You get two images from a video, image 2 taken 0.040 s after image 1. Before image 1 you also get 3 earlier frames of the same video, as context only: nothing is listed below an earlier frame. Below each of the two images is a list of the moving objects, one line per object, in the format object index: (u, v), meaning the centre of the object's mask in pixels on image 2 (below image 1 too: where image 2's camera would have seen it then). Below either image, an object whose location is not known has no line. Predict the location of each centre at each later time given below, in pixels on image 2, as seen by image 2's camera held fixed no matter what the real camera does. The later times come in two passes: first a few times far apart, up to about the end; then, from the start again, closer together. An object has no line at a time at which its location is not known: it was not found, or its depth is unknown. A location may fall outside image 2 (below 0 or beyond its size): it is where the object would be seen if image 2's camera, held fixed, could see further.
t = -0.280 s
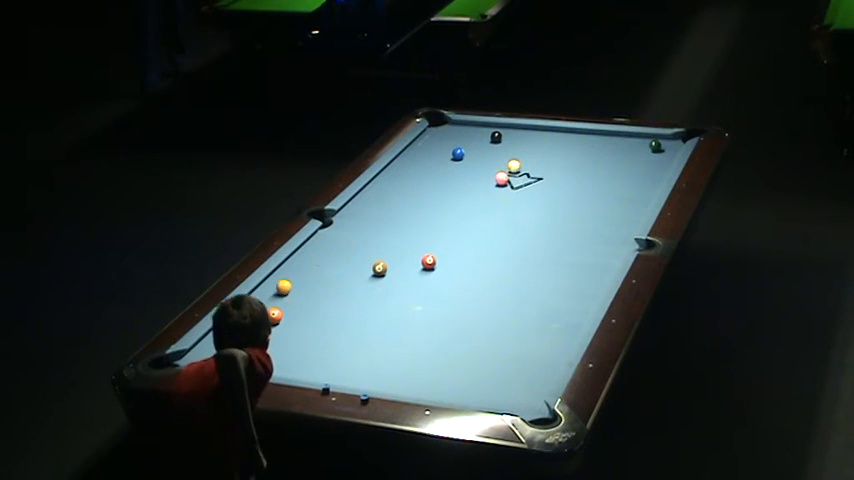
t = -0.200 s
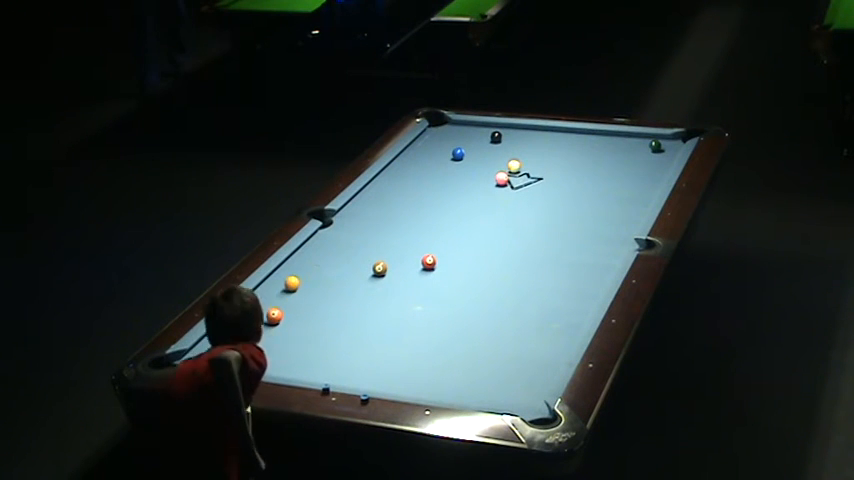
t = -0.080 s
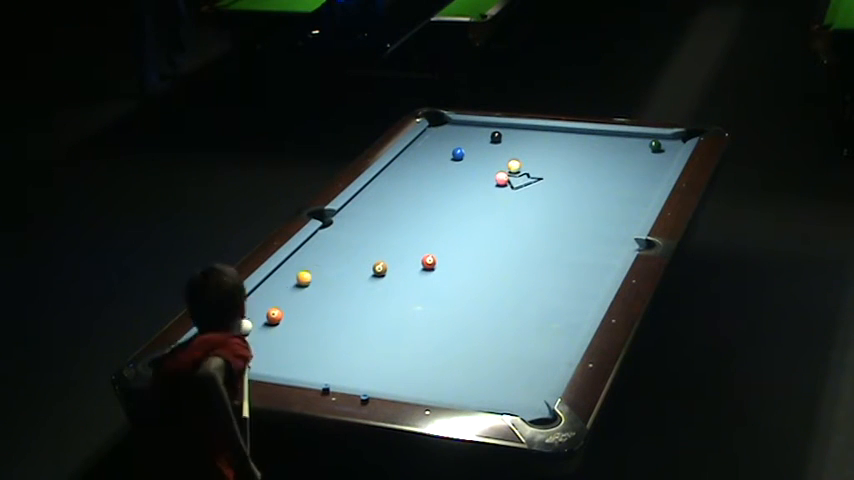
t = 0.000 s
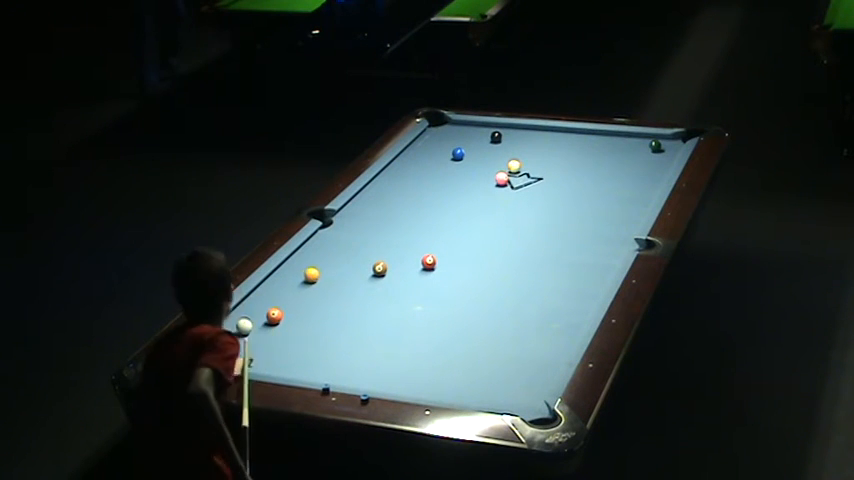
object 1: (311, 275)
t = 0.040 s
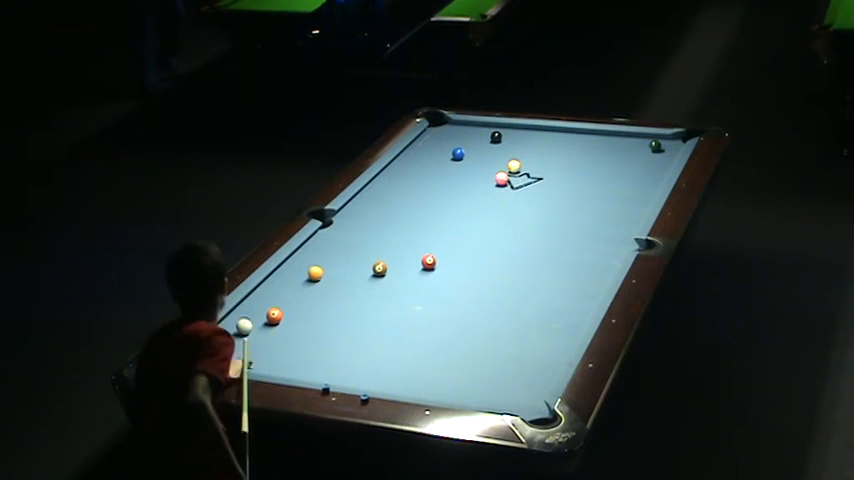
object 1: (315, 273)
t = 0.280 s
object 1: (337, 264)
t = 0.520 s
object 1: (357, 255)
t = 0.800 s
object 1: (378, 245)
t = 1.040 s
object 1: (395, 237)
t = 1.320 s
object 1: (414, 229)
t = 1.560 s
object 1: (428, 223)
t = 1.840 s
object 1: (443, 216)
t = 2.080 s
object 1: (455, 211)
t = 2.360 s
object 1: (468, 205)
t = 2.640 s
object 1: (479, 200)
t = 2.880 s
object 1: (488, 196)
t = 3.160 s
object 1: (497, 192)
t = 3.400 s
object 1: (504, 189)
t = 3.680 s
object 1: (512, 185)
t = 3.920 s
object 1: (517, 183)
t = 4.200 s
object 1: (524, 180)
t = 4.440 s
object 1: (528, 179)
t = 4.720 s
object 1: (532, 177)
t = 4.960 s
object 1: (534, 176)
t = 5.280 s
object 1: (536, 176)
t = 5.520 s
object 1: (536, 175)
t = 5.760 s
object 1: (536, 175)
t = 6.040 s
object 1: (536, 176)
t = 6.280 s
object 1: (536, 176)
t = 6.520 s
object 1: (536, 176)
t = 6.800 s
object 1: (536, 175)
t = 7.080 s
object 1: (536, 175)
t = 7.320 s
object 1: (536, 175)
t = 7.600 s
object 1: (536, 176)
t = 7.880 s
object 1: (536, 176)
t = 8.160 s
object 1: (536, 176)
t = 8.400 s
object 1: (536, 176)
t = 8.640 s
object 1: (536, 176)
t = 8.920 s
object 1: (536, 176)
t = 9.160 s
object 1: (536, 175)
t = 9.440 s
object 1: (536, 176)
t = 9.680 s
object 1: (536, 176)
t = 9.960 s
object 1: (536, 176)
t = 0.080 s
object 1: (319, 272)
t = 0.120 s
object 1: (323, 270)
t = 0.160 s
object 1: (326, 268)
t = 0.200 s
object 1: (330, 267)
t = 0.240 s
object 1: (333, 265)
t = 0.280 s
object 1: (337, 264)
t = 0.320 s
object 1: (340, 262)
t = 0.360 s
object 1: (344, 261)
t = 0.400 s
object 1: (347, 259)
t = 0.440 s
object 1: (350, 258)
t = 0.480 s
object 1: (354, 256)
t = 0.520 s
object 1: (357, 255)
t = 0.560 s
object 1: (360, 253)
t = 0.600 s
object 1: (363, 252)
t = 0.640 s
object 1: (366, 250)
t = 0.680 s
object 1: (369, 249)
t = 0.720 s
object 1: (373, 248)
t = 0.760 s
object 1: (375, 246)
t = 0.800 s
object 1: (378, 245)
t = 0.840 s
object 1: (381, 244)
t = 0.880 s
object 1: (384, 242)
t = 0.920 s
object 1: (387, 241)
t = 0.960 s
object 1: (390, 240)
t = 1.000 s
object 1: (393, 239)
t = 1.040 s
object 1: (395, 237)
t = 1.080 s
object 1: (398, 236)
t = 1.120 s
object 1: (401, 235)
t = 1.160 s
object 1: (404, 234)
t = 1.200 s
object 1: (406, 233)
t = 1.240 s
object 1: (409, 231)
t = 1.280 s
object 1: (411, 230)
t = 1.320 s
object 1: (414, 229)
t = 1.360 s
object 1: (416, 228)
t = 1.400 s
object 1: (418, 227)
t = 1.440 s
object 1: (421, 226)
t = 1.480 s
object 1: (423, 225)
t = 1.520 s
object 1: (425, 224)
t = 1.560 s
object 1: (428, 223)
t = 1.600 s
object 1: (430, 221)
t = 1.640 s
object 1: (432, 221)
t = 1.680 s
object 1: (435, 220)
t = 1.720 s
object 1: (437, 219)
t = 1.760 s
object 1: (439, 218)
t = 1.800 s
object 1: (441, 217)
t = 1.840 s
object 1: (443, 216)
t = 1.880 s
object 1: (445, 215)
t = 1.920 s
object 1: (447, 214)
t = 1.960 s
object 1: (449, 213)
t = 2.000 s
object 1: (451, 212)
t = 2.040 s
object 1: (453, 211)
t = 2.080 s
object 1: (455, 211)
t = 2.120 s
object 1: (457, 210)
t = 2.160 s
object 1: (459, 209)
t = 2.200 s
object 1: (461, 208)
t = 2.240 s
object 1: (462, 207)
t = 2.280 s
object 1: (464, 206)
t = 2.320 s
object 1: (466, 206)
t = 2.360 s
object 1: (468, 205)
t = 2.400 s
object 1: (469, 204)
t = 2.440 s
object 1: (471, 203)
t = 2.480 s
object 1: (472, 202)
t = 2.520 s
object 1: (474, 202)
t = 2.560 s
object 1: (476, 201)
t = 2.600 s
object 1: (477, 200)
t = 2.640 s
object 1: (479, 200)
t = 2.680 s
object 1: (480, 199)
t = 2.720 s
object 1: (482, 198)
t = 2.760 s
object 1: (483, 198)
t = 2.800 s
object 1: (485, 197)
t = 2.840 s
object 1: (486, 196)
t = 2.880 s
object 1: (488, 196)
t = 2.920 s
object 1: (489, 195)
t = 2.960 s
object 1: (491, 195)
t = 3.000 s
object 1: (492, 194)
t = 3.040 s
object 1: (493, 194)
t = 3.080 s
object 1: (494, 193)
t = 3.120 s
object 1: (496, 192)
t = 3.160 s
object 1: (497, 192)
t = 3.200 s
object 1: (498, 191)
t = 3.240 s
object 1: (500, 191)
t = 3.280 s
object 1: (501, 190)
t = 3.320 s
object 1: (502, 189)
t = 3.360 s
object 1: (503, 189)
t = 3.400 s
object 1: (504, 189)
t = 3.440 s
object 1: (505, 188)
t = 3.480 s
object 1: (506, 187)
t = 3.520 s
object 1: (507, 187)
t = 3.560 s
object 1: (508, 187)
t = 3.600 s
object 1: (510, 186)
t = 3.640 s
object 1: (511, 185)
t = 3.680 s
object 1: (512, 185)
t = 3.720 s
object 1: (512, 185)
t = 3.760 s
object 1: (513, 184)
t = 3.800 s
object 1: (514, 184)
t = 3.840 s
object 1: (515, 184)
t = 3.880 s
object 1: (516, 183)
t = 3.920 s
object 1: (517, 183)
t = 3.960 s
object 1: (518, 182)
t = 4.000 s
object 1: (518, 182)
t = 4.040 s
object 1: (520, 181)
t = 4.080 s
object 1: (521, 181)
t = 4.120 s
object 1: (522, 181)
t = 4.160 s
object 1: (523, 181)
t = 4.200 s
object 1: (524, 180)
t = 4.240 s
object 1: (524, 180)
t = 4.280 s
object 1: (525, 180)
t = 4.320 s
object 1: (526, 180)
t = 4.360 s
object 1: (527, 179)
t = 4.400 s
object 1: (527, 179)
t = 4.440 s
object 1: (528, 179)
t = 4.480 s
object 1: (528, 179)
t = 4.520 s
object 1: (529, 179)
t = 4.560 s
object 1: (529, 179)
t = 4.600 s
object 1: (530, 178)
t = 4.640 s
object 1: (530, 178)
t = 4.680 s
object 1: (531, 178)
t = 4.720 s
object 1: (532, 177)
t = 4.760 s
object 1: (532, 177)
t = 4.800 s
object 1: (532, 177)
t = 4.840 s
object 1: (533, 177)
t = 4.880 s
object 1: (533, 177)
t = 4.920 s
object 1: (533, 177)
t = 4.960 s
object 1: (534, 176)
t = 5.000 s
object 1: (534, 176)
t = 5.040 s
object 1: (535, 176)
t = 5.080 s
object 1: (535, 176)
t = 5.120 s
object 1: (535, 176)
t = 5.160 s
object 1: (535, 176)
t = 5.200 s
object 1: (535, 176)
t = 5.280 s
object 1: (536, 176)
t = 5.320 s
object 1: (535, 175)
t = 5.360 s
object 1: (536, 175)
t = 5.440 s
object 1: (536, 175)
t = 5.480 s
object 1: (536, 175)
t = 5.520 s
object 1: (536, 175)
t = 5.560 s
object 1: (536, 175)
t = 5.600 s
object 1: (536, 176)
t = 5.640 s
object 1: (536, 175)
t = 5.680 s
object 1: (536, 176)
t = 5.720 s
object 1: (536, 175)
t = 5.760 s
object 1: (536, 175)
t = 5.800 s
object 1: (536, 175)
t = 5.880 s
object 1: (536, 175)
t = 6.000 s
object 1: (536, 176)
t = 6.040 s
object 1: (536, 176)
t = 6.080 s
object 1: (536, 176)
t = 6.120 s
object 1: (536, 176)
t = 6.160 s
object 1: (536, 176)
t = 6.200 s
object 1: (536, 176)
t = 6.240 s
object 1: (536, 176)
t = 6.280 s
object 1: (536, 176)
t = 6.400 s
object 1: (536, 175)
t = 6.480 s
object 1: (536, 176)
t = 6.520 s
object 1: (536, 176)
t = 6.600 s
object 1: (536, 175)
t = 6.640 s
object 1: (536, 175)
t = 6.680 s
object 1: (536, 175)
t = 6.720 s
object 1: (536, 175)
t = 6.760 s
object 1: (536, 175)
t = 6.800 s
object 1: (536, 175)
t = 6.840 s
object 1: (536, 175)
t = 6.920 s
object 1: (536, 175)
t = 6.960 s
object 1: (536, 175)
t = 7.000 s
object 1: (536, 175)
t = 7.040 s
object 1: (536, 175)
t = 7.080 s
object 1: (536, 175)
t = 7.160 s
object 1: (536, 175)
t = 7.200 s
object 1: (536, 175)
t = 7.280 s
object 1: (536, 176)
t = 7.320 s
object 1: (536, 175)
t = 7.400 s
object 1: (536, 175)
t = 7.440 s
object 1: (536, 176)
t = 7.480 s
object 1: (536, 176)
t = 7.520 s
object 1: (536, 176)
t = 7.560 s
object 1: (536, 176)
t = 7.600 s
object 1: (536, 176)
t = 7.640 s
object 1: (536, 175)
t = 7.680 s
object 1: (536, 175)
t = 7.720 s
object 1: (536, 175)
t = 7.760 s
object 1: (536, 175)
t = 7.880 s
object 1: (536, 176)
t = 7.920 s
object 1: (536, 176)
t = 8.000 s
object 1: (536, 176)
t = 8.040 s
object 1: (536, 176)
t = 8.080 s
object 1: (536, 176)
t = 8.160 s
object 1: (536, 176)
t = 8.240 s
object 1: (536, 176)
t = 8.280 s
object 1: (536, 176)
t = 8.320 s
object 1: (536, 176)
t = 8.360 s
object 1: (536, 176)
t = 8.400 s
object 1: (536, 176)
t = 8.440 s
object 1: (536, 176)
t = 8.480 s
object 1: (536, 176)
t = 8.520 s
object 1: (536, 176)
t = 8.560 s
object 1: (536, 176)
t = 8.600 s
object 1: (536, 176)
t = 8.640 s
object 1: (536, 176)
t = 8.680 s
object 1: (536, 176)
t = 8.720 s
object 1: (536, 176)
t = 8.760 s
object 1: (536, 175)
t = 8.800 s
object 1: (536, 175)
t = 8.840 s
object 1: (536, 175)
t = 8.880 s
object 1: (536, 175)
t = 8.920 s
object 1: (536, 176)
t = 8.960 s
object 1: (536, 176)
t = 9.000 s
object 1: (536, 176)
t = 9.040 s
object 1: (536, 175)
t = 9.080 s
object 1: (536, 175)
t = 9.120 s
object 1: (536, 175)
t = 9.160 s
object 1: (536, 175)
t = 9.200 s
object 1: (536, 176)
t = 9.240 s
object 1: (536, 176)
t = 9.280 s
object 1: (536, 176)
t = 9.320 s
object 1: (536, 176)
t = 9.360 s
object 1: (536, 176)
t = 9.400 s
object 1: (536, 176)
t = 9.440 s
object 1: (536, 176)
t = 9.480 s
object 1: (536, 176)
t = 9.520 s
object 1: (536, 176)
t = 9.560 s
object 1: (536, 176)
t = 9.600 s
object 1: (536, 176)
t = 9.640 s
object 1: (536, 176)
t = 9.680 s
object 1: (536, 176)
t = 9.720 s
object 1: (536, 176)
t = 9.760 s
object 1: (536, 176)
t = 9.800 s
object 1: (536, 176)
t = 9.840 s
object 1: (536, 176)
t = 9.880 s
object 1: (536, 175)
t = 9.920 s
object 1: (536, 176)
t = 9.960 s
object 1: (536, 176)
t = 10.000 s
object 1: (536, 176)
